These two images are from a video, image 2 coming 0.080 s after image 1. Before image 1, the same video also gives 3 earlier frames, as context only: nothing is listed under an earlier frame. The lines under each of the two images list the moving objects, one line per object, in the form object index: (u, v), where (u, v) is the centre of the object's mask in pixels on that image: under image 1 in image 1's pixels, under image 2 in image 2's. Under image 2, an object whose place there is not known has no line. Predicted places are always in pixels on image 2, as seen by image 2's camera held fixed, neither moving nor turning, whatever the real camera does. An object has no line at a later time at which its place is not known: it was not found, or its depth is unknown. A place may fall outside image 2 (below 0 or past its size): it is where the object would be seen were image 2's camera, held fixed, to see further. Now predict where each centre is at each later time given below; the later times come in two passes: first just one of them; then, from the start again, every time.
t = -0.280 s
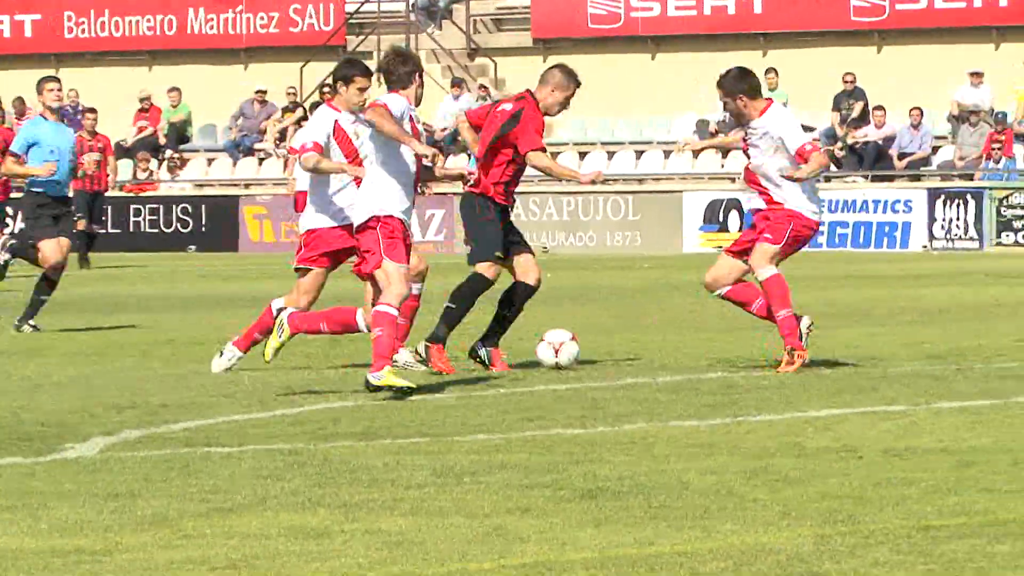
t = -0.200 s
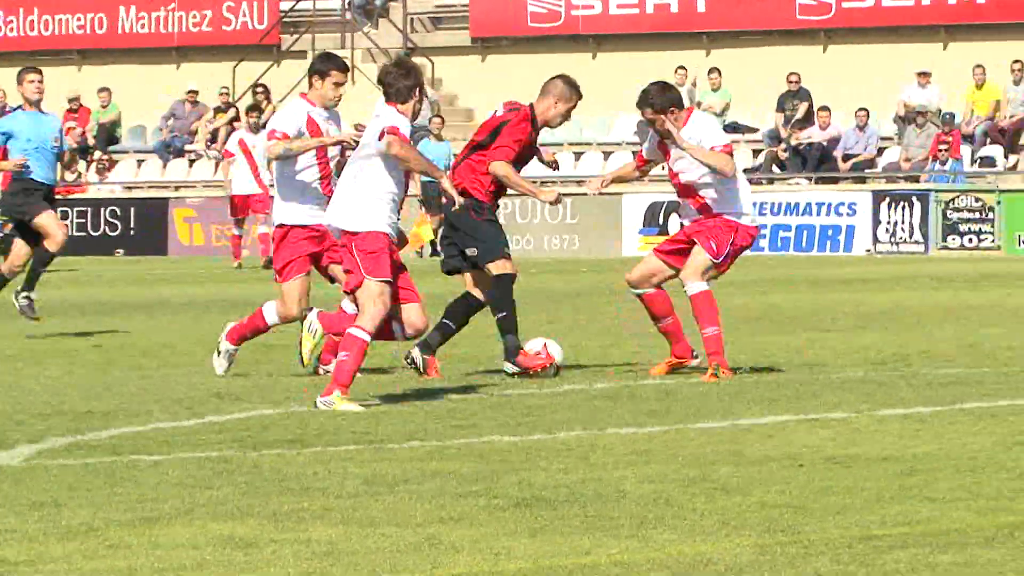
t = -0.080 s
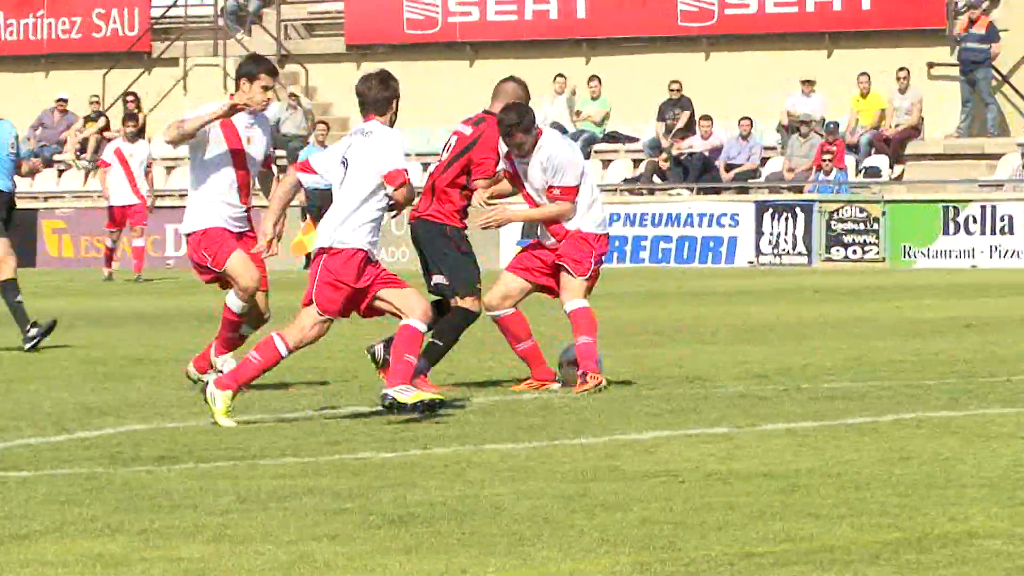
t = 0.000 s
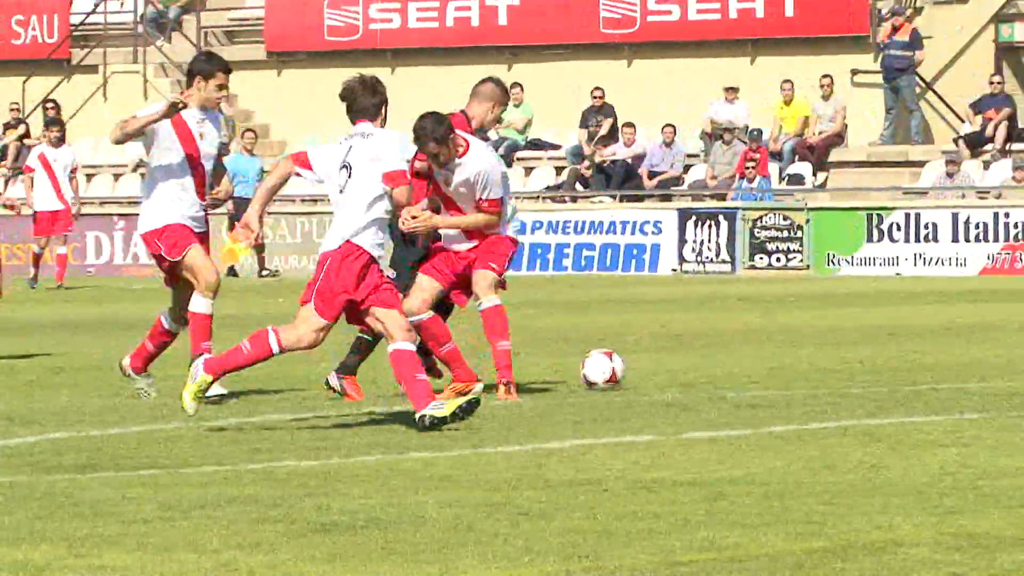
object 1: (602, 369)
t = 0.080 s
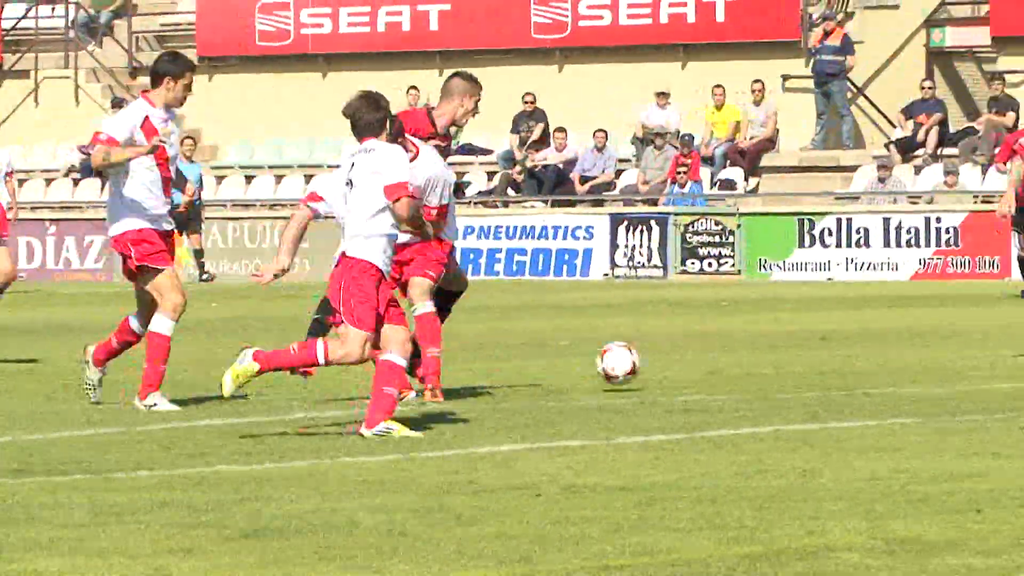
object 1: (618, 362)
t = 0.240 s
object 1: (767, 361)
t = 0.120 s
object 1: (658, 361)
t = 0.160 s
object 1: (697, 363)
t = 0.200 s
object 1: (736, 365)
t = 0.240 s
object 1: (767, 361)
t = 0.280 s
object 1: (797, 354)
